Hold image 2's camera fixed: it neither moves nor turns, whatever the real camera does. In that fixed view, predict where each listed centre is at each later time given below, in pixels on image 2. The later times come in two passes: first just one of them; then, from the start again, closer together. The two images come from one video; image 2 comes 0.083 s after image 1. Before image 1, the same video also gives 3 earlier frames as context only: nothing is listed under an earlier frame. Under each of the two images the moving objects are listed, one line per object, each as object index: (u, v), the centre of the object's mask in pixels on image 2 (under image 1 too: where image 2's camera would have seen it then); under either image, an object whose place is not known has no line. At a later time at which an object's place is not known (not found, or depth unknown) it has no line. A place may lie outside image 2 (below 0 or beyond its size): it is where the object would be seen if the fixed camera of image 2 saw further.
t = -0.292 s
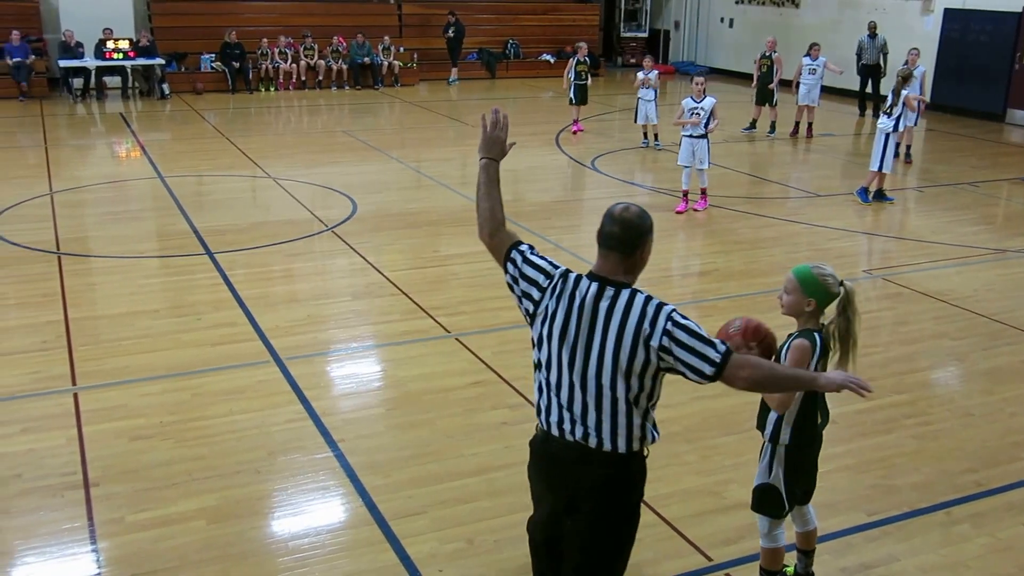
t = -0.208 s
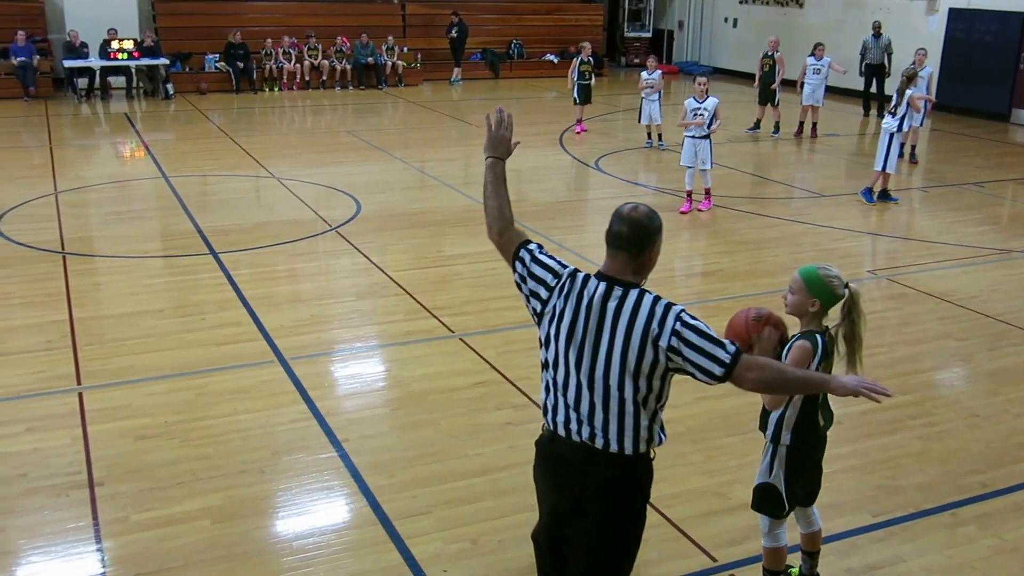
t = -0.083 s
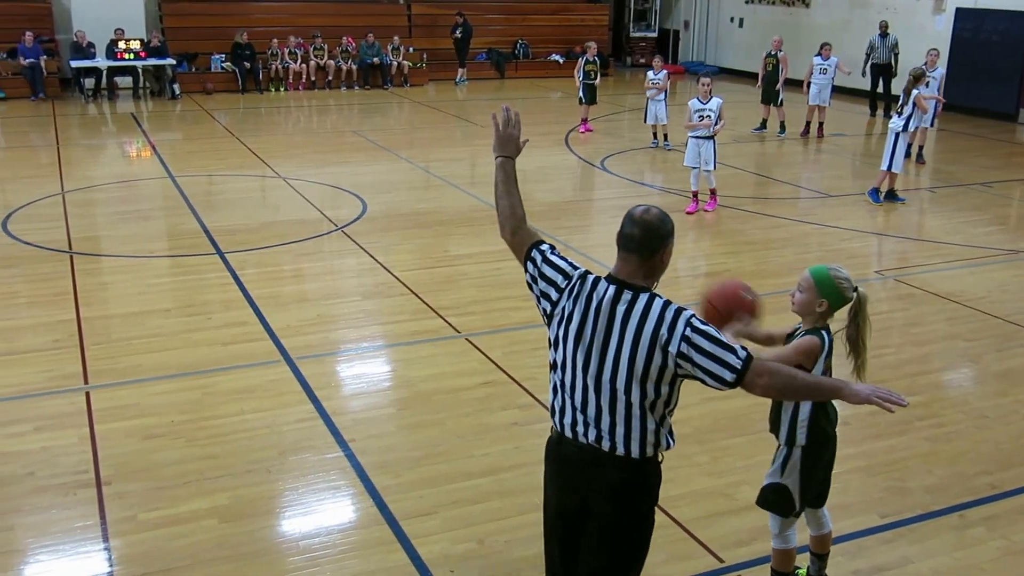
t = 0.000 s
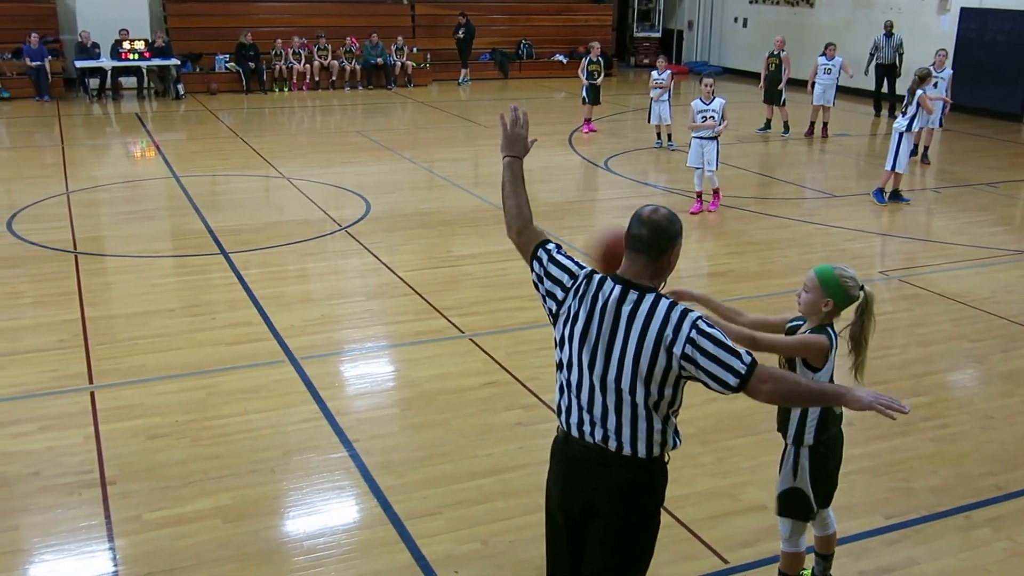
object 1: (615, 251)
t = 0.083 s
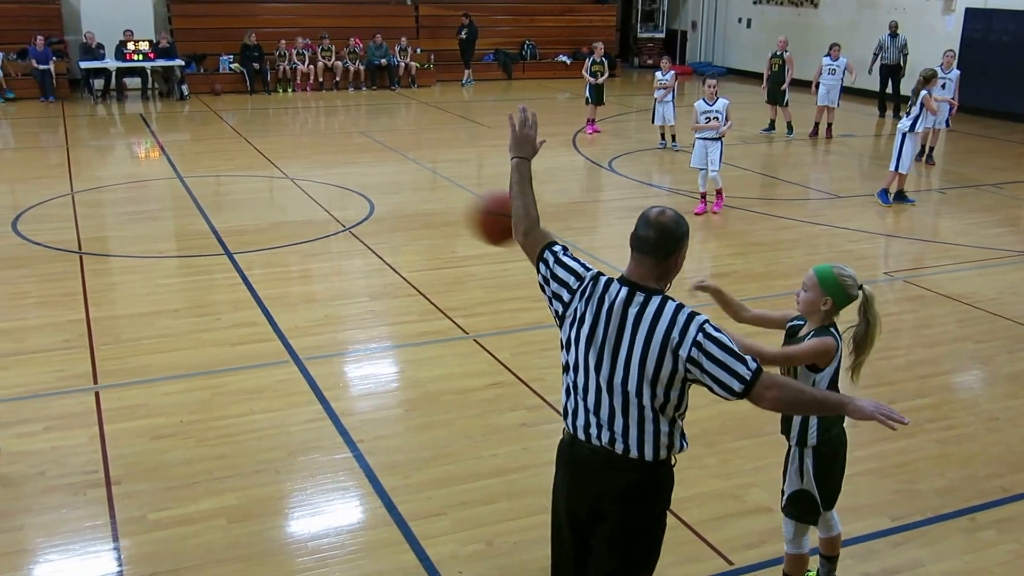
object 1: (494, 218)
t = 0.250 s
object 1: (273, 191)
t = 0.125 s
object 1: (440, 204)
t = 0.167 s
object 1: (383, 195)
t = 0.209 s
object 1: (328, 192)
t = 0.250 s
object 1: (273, 191)
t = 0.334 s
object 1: (172, 202)
